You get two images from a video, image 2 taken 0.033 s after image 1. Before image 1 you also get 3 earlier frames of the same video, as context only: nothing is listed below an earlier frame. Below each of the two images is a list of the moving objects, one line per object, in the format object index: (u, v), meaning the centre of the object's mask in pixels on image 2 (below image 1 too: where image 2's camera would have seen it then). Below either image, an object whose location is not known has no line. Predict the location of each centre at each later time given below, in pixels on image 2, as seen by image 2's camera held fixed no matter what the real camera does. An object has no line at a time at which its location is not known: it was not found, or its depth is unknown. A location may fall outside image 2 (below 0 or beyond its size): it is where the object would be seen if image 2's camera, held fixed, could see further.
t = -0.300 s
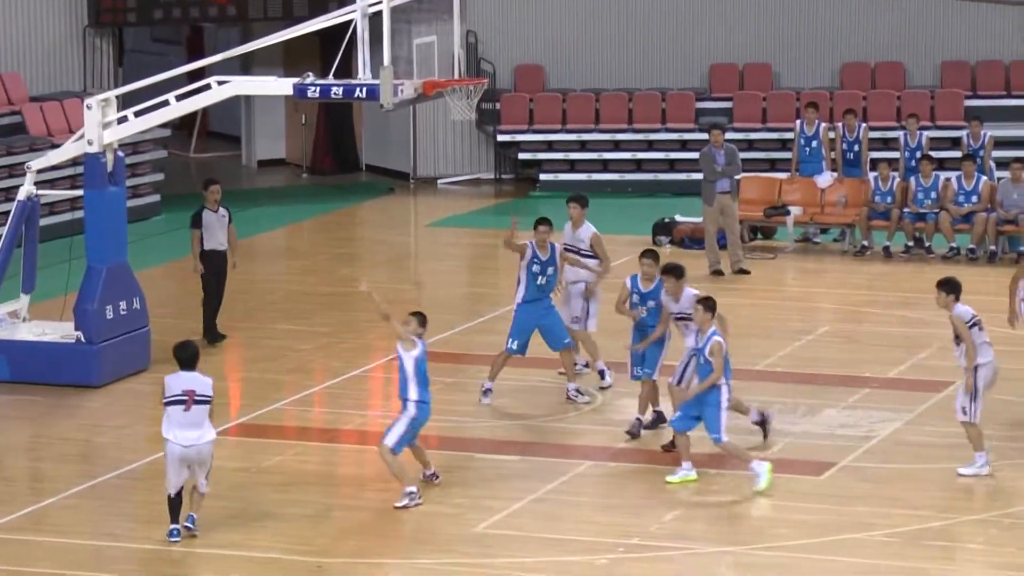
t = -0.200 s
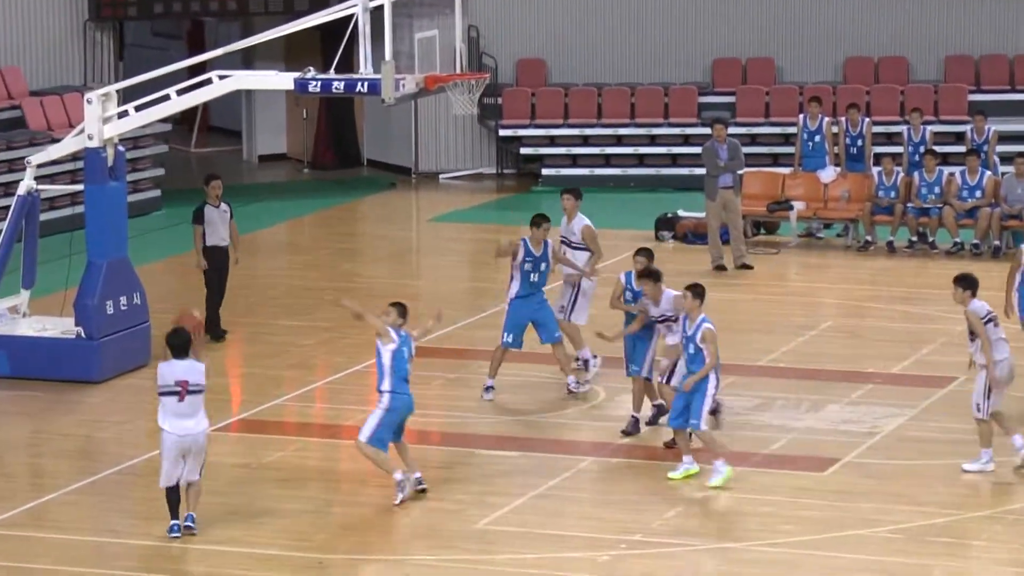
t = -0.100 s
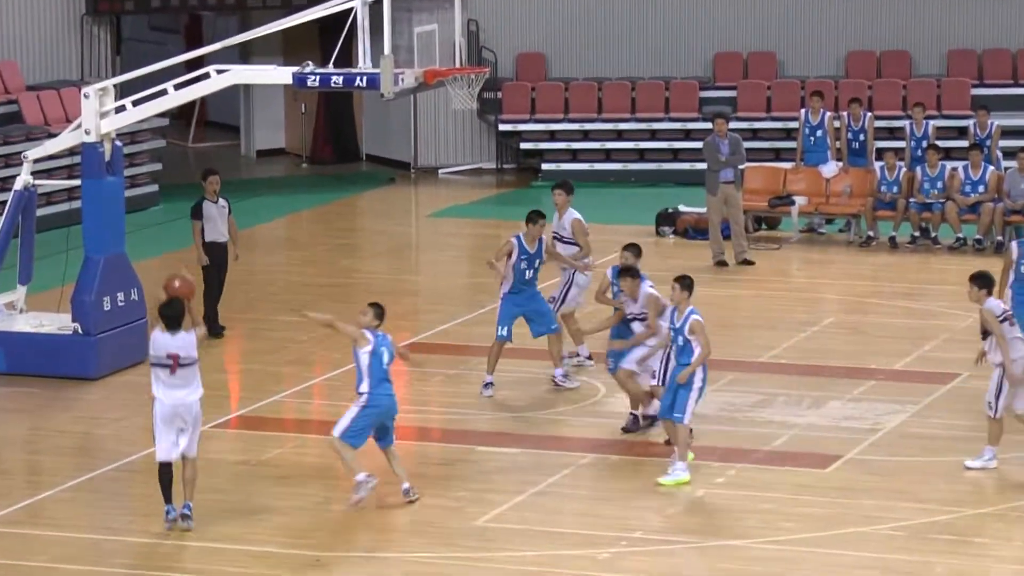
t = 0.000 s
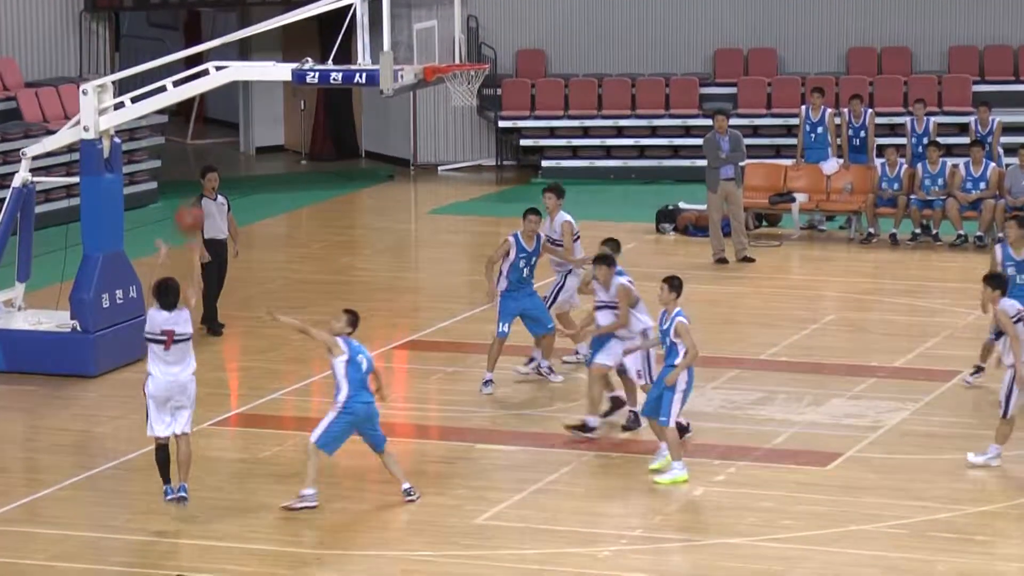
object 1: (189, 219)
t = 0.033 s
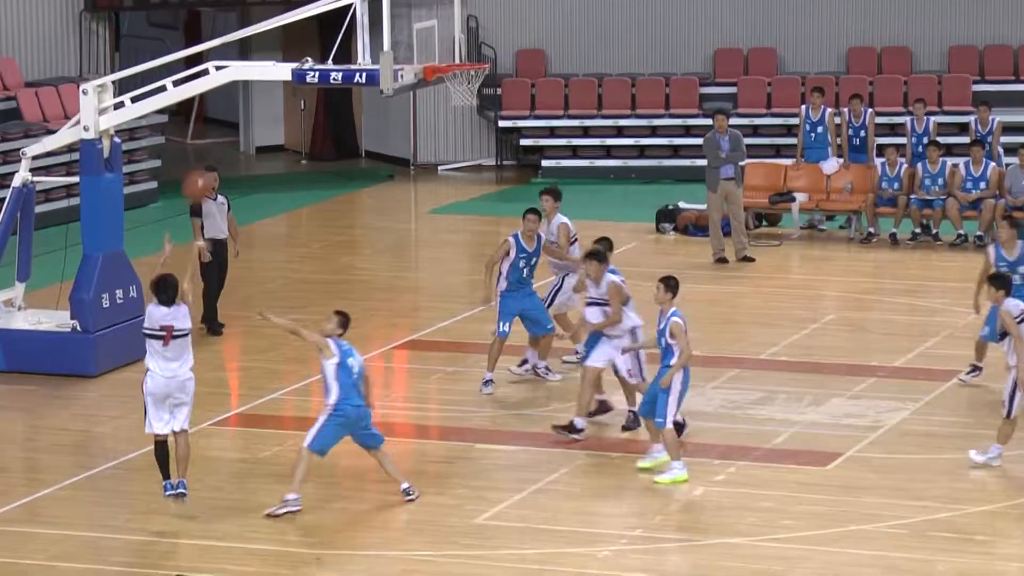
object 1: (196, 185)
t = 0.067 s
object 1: (206, 158)
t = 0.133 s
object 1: (221, 106)
